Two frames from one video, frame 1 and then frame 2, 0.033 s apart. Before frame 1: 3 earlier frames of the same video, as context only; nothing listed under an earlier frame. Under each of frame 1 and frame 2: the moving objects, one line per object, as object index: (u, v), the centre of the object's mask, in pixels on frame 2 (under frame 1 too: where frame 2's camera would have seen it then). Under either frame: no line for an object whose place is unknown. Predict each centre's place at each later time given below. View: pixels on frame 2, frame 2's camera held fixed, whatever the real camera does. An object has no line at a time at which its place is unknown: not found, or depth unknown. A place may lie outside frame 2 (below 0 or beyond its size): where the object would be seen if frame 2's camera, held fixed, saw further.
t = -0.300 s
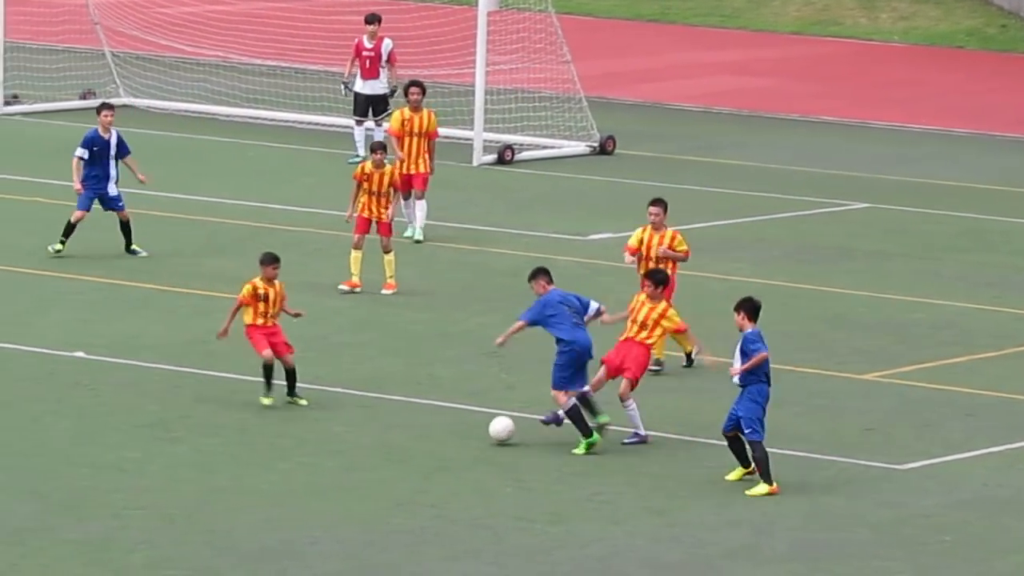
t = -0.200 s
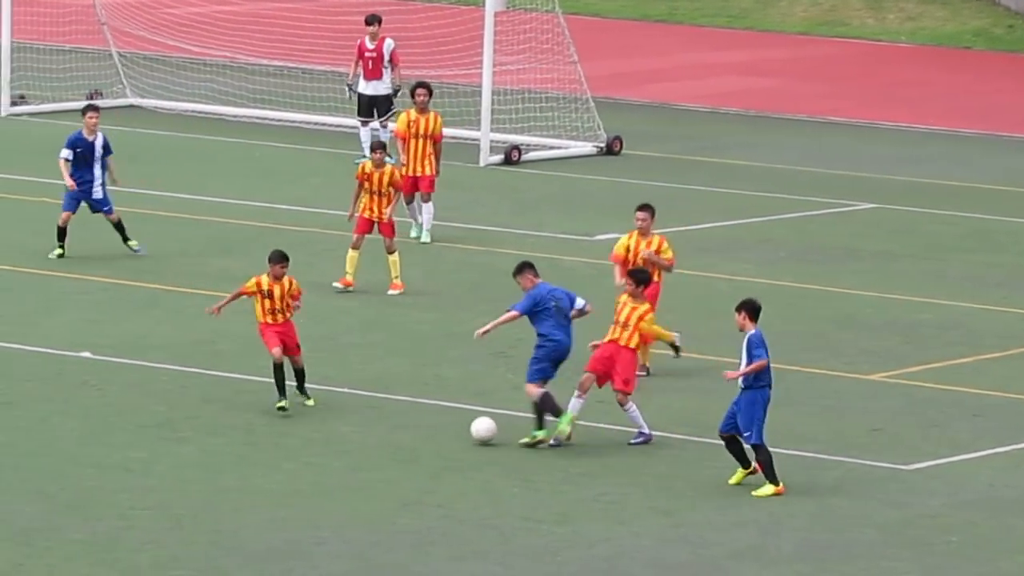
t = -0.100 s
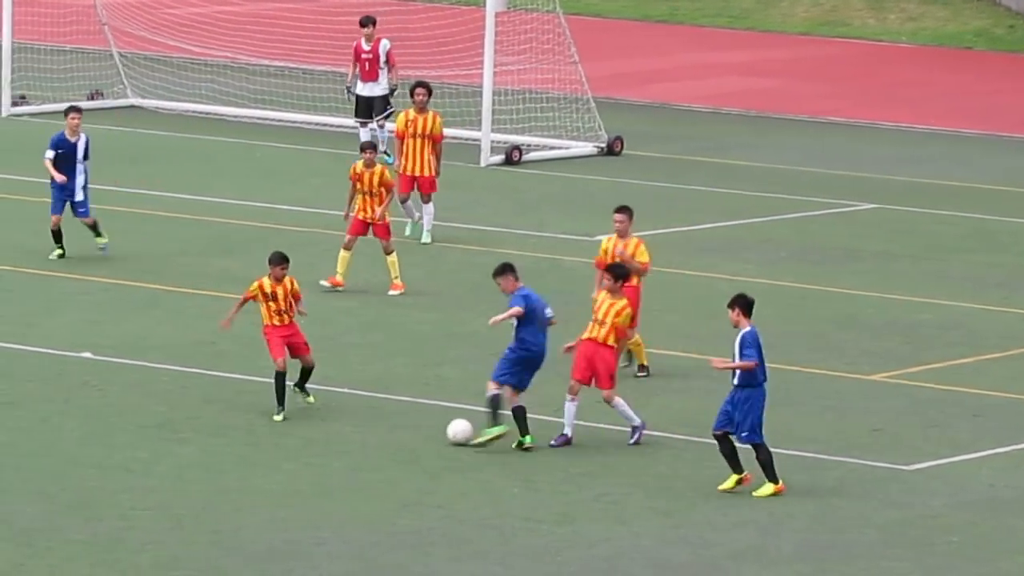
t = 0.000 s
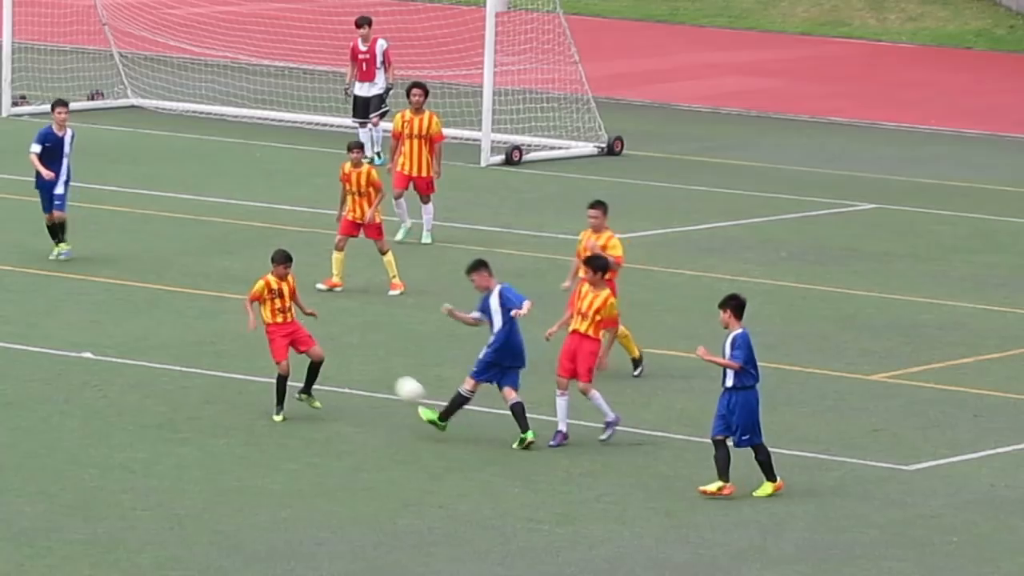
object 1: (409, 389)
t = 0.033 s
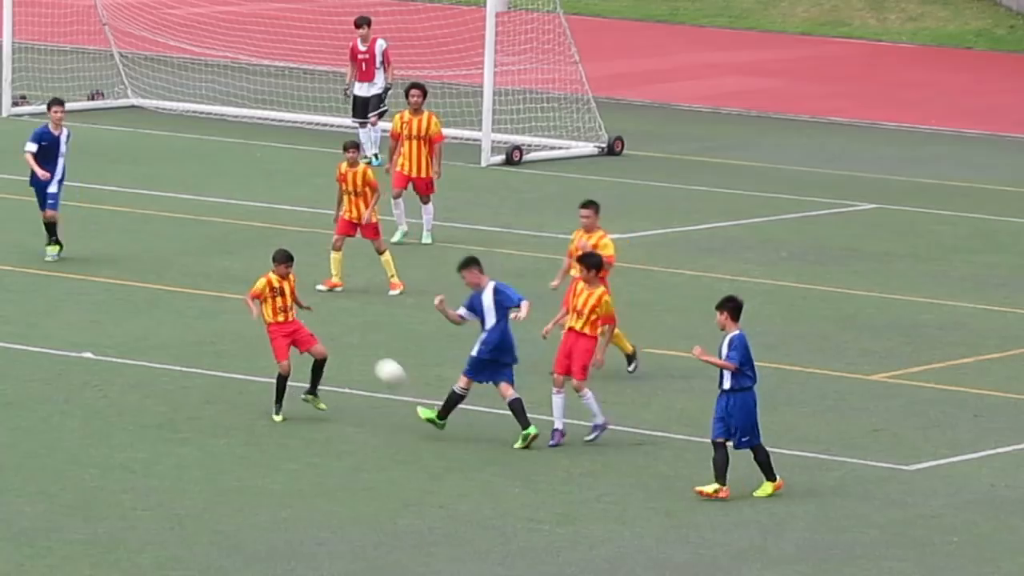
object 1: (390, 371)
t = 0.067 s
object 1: (369, 355)
